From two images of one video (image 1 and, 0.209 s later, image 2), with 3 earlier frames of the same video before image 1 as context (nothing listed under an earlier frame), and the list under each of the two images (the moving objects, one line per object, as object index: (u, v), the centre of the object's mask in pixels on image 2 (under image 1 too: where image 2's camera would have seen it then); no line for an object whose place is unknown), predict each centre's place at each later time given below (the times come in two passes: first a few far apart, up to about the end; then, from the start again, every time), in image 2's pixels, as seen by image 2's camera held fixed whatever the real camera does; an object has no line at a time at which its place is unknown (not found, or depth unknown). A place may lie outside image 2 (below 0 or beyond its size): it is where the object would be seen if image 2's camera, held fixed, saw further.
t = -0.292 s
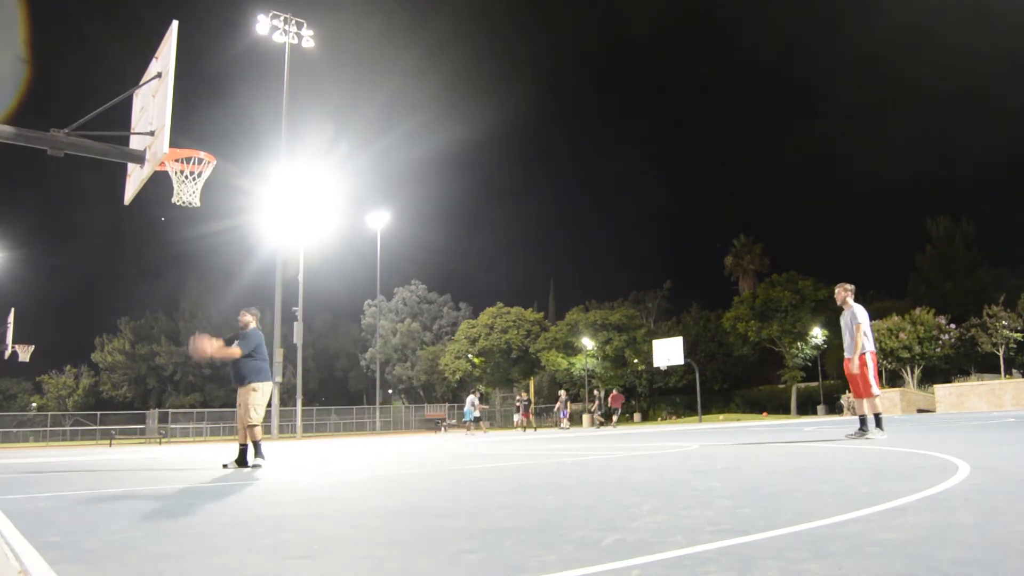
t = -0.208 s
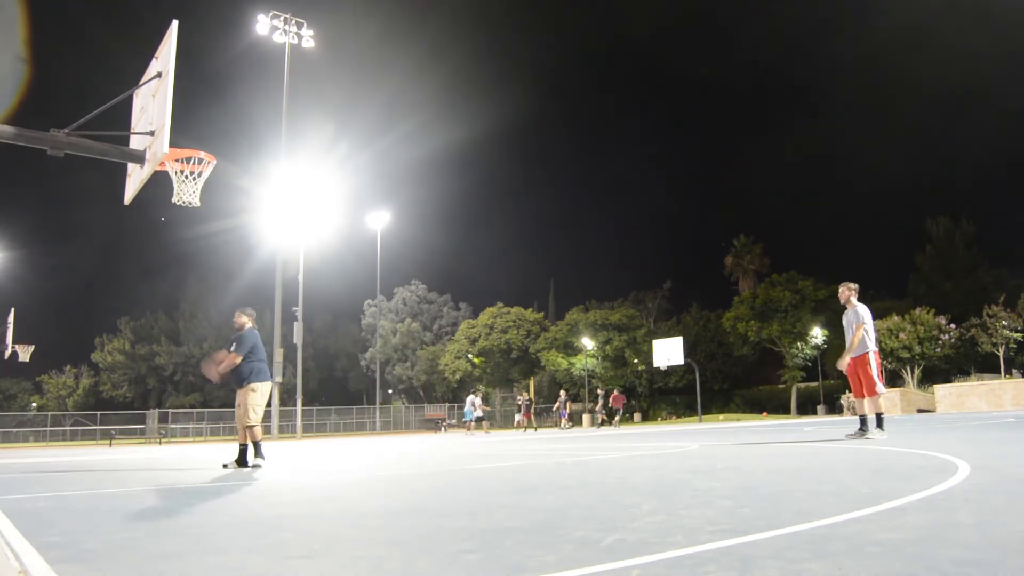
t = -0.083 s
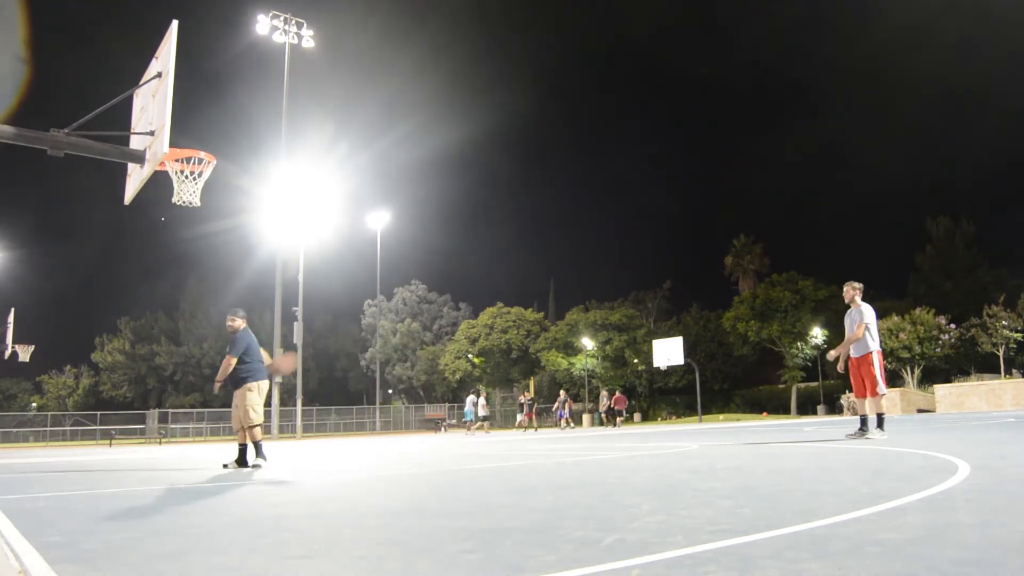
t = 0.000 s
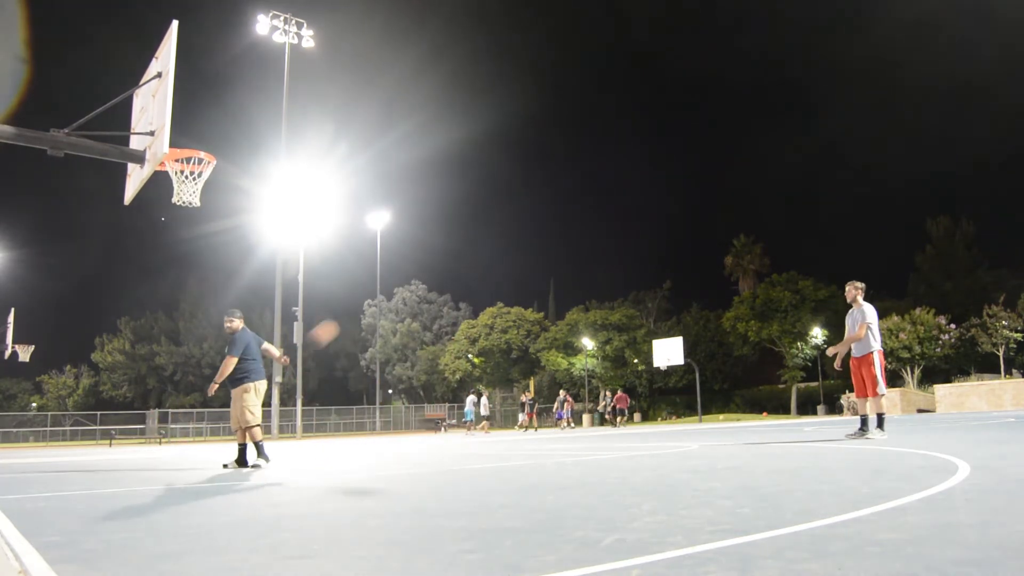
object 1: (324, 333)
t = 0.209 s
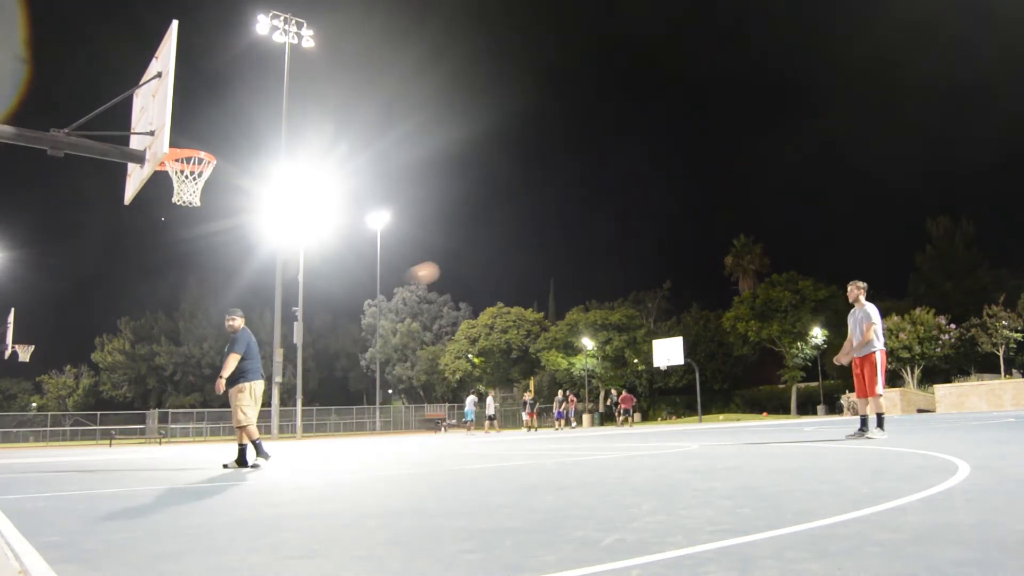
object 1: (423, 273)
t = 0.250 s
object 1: (443, 267)
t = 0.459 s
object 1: (551, 250)
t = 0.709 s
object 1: (696, 285)
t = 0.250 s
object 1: (443, 267)
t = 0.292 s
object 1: (464, 261)
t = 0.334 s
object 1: (485, 255)
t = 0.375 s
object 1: (507, 252)
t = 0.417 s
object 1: (529, 251)
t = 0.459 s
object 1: (551, 250)
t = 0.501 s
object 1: (574, 252)
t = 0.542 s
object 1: (598, 255)
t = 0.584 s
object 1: (621, 260)
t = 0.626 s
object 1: (646, 267)
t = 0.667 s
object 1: (670, 275)
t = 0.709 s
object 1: (696, 285)
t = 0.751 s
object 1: (721, 297)
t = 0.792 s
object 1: (748, 311)
